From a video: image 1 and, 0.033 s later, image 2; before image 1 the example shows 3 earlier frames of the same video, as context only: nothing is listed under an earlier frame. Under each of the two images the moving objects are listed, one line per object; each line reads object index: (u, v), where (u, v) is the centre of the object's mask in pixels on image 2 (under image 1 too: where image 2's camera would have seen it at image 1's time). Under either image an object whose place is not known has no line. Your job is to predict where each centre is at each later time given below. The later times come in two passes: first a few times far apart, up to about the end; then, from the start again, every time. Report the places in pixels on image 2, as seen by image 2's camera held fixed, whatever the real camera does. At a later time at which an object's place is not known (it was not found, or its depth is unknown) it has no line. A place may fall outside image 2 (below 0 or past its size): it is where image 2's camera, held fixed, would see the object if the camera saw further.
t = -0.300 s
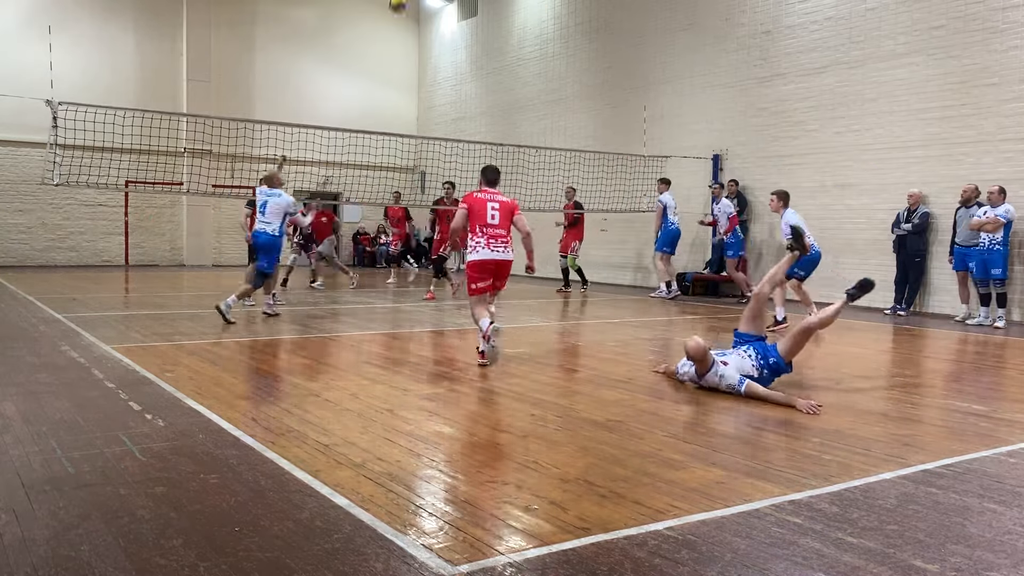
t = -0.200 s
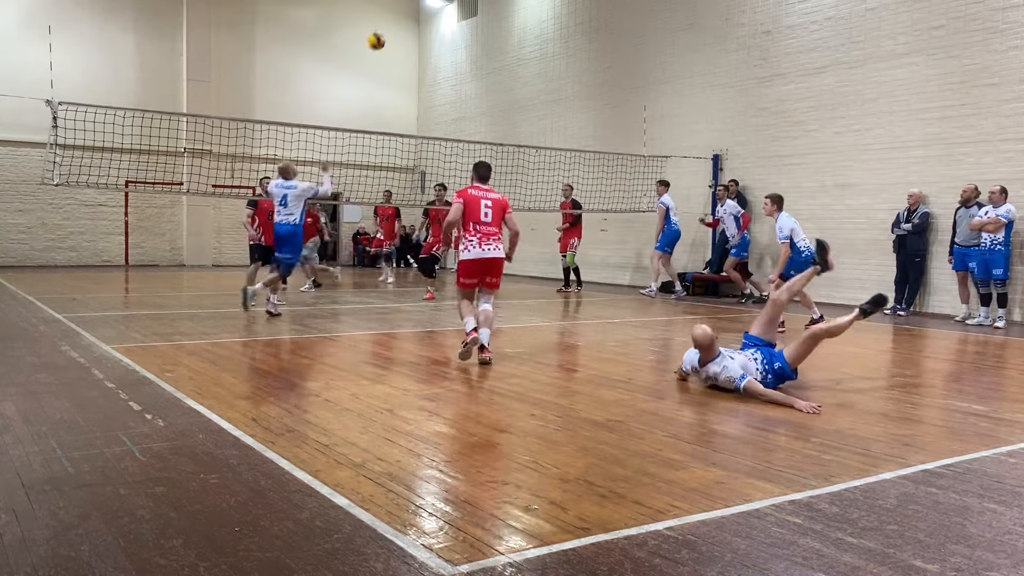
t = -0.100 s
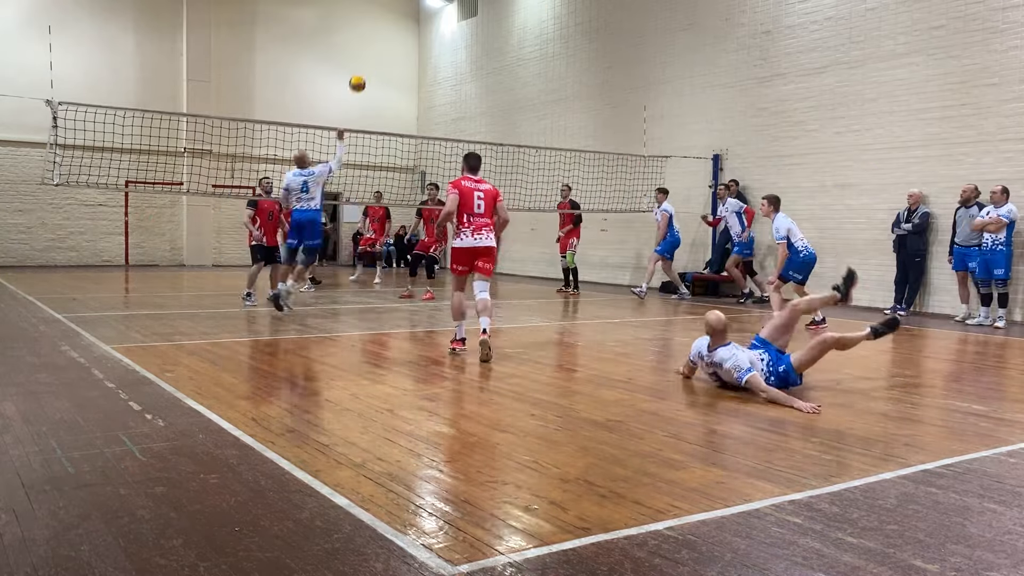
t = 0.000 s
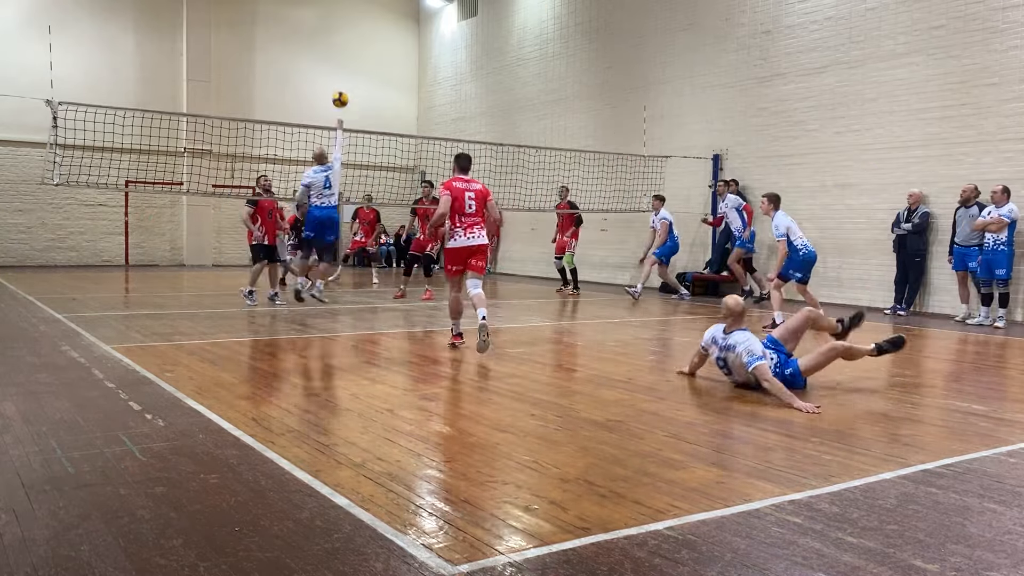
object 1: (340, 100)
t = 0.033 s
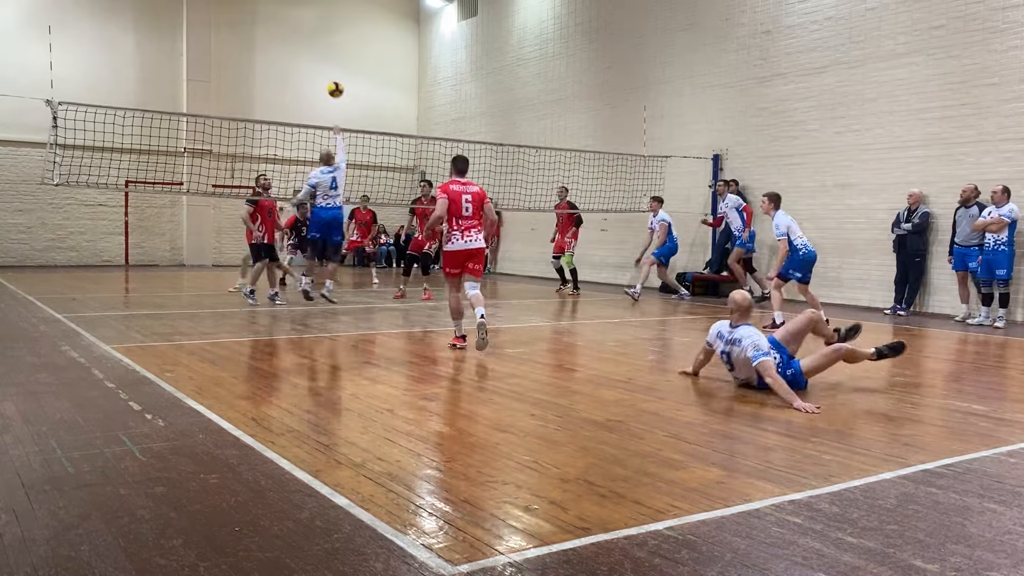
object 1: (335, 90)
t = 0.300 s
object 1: (301, 44)
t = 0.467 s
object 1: (283, 44)
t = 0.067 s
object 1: (330, 80)
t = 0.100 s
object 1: (326, 72)
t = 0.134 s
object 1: (322, 65)
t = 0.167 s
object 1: (318, 59)
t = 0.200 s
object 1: (313, 54)
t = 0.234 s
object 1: (309, 50)
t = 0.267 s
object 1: (305, 47)
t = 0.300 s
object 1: (301, 44)
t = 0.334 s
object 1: (297, 43)
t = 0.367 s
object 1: (294, 42)
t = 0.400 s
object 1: (291, 43)
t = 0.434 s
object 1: (287, 43)
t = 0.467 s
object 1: (283, 44)
